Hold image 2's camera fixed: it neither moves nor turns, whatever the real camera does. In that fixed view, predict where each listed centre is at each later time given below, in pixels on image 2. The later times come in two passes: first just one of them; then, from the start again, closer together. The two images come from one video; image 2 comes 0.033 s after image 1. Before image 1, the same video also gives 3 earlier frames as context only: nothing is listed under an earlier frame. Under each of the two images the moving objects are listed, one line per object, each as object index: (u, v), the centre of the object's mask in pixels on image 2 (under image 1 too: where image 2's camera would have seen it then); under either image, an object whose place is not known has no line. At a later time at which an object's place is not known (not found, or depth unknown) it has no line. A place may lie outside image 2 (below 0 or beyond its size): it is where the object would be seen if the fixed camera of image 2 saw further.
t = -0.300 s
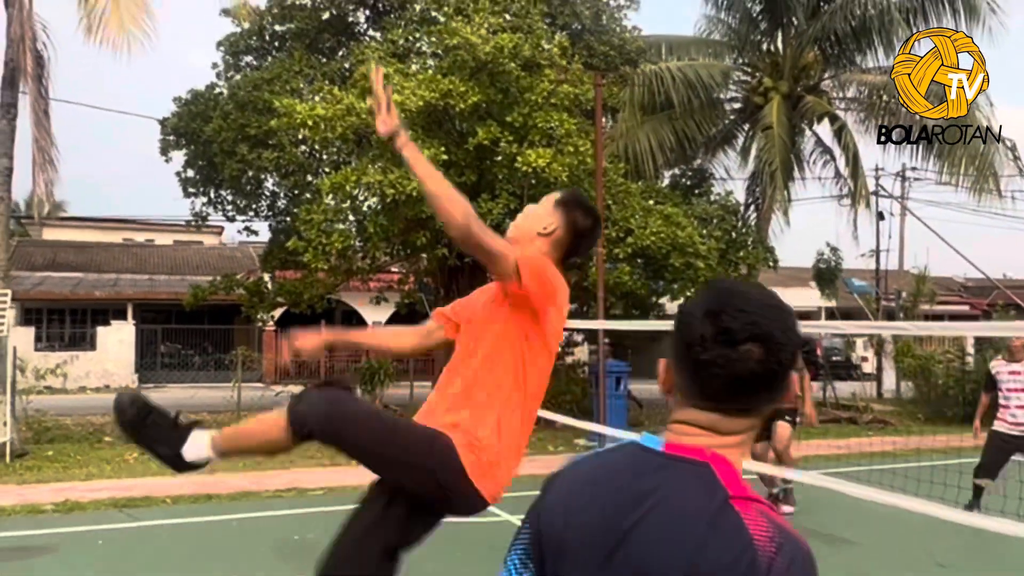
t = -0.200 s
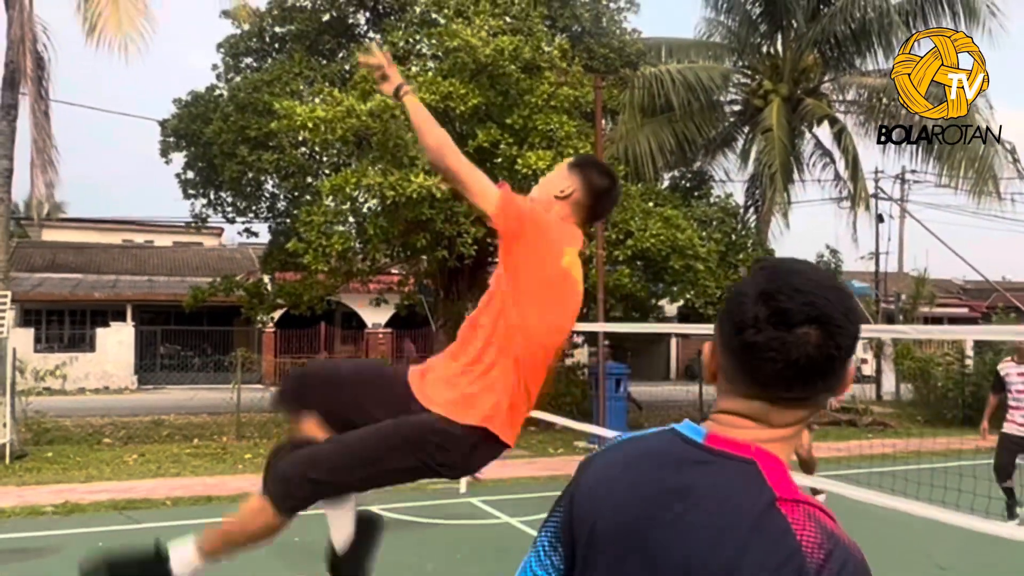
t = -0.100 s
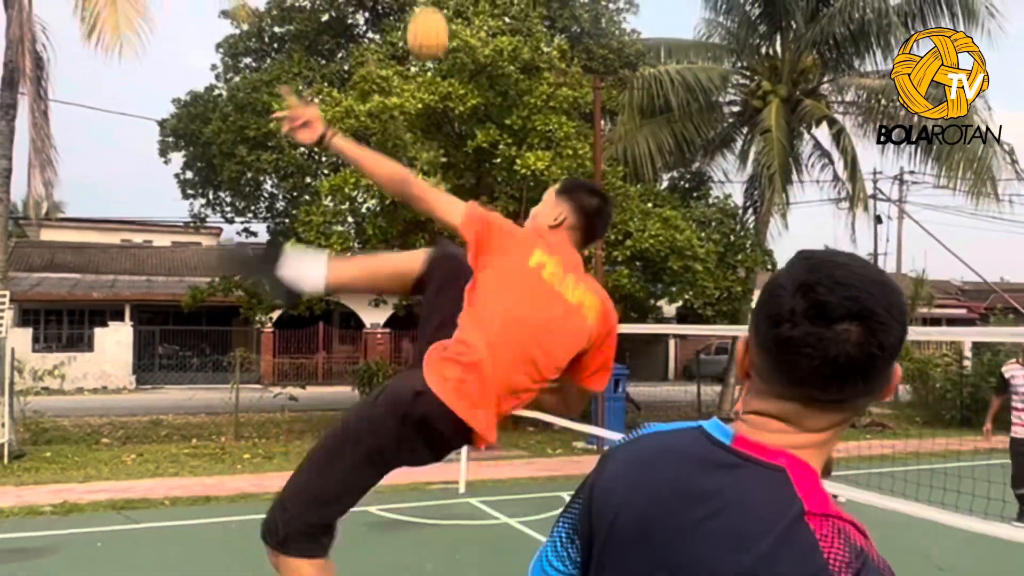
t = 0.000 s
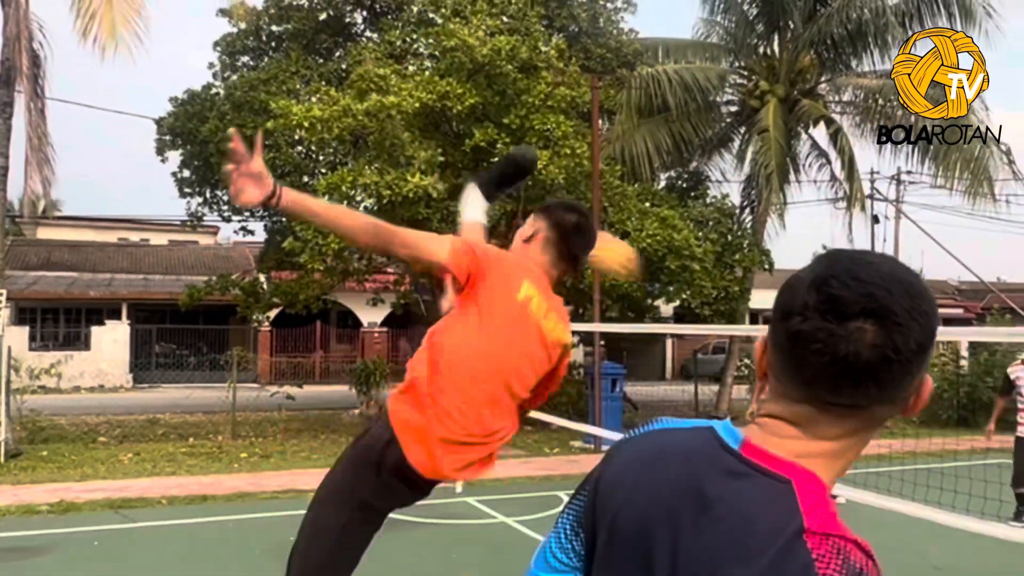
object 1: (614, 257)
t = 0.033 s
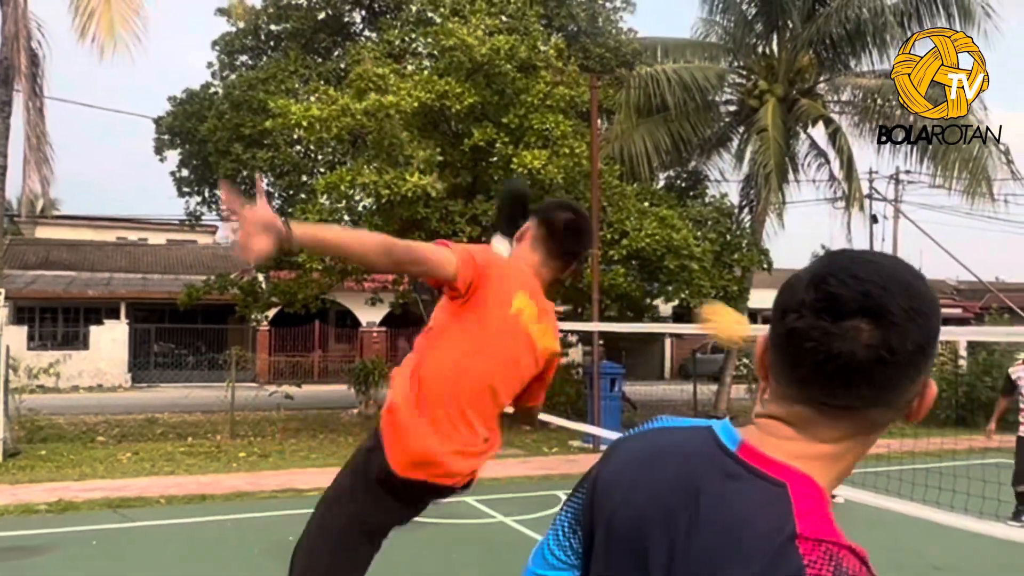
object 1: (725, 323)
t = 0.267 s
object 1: (1000, 419)
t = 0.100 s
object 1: (941, 466)
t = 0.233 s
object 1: (1020, 446)
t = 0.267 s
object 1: (1000, 419)
